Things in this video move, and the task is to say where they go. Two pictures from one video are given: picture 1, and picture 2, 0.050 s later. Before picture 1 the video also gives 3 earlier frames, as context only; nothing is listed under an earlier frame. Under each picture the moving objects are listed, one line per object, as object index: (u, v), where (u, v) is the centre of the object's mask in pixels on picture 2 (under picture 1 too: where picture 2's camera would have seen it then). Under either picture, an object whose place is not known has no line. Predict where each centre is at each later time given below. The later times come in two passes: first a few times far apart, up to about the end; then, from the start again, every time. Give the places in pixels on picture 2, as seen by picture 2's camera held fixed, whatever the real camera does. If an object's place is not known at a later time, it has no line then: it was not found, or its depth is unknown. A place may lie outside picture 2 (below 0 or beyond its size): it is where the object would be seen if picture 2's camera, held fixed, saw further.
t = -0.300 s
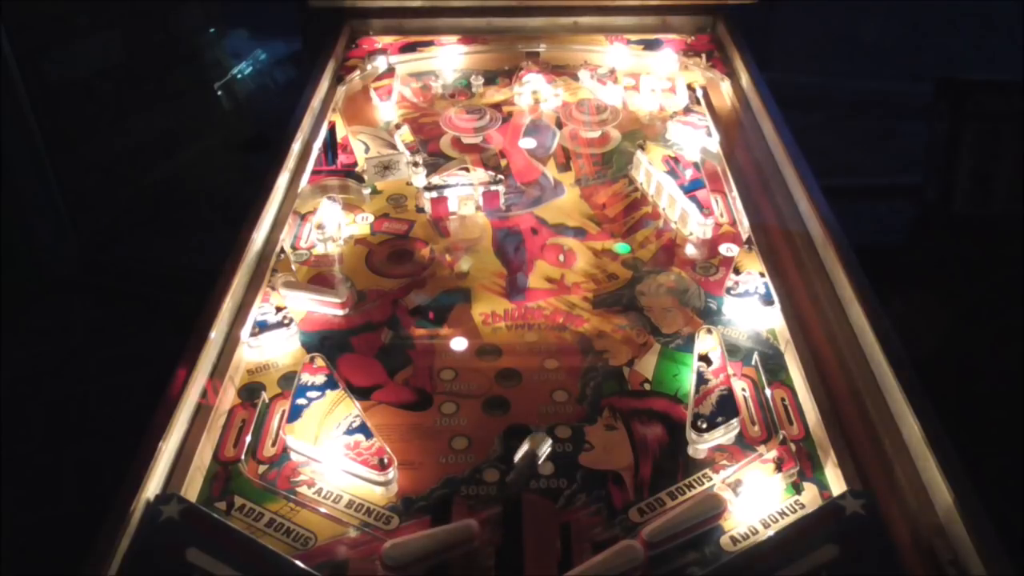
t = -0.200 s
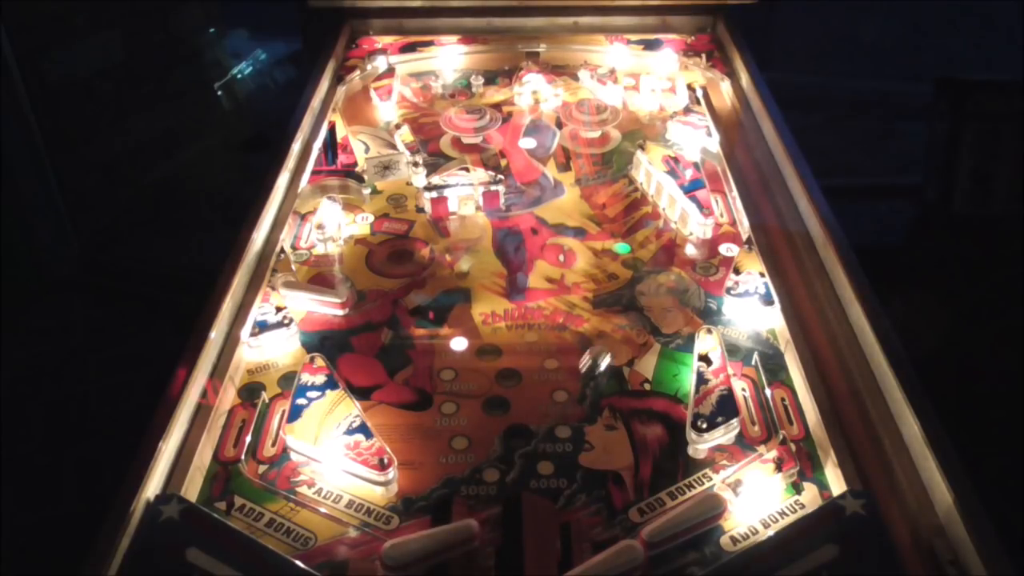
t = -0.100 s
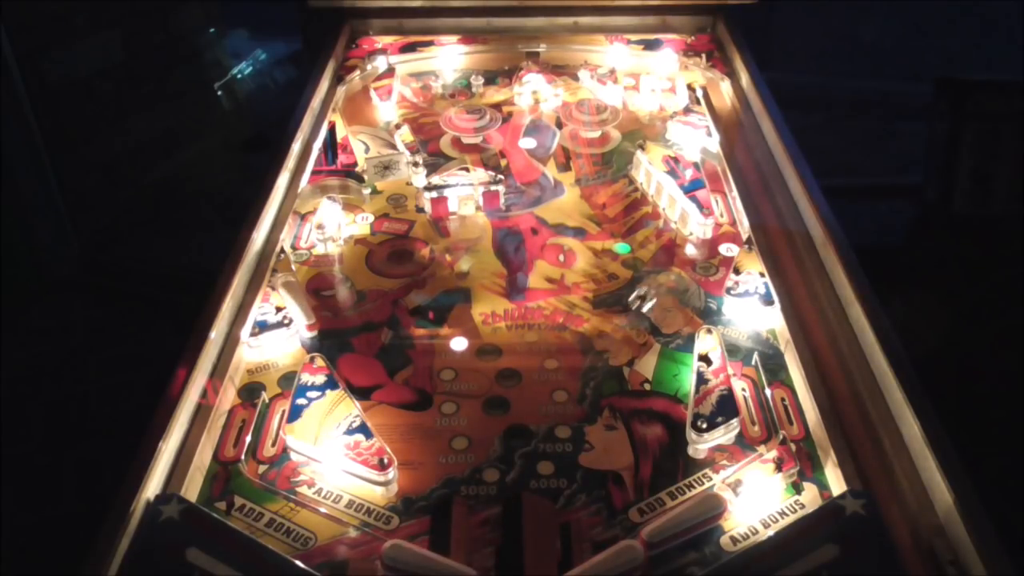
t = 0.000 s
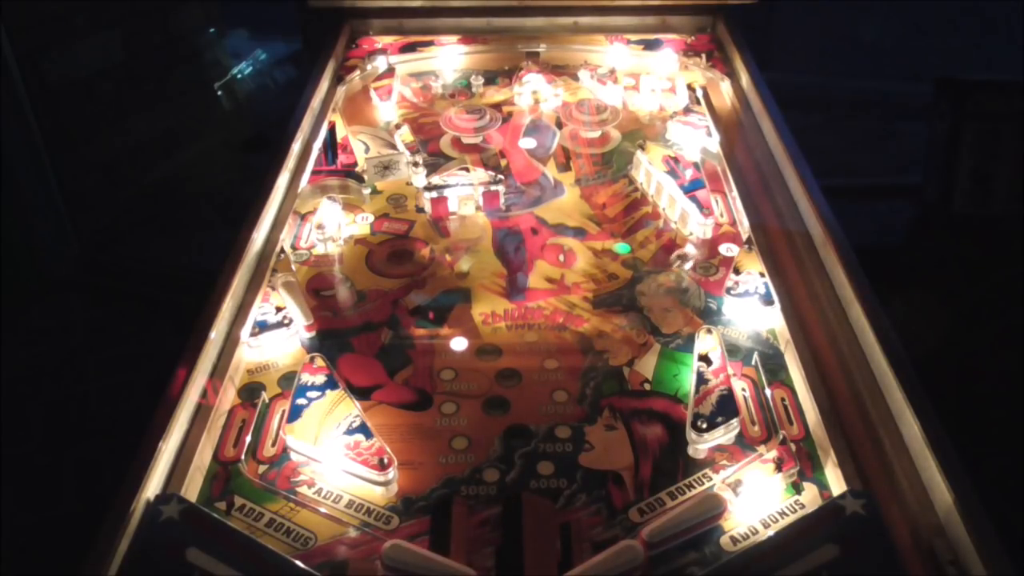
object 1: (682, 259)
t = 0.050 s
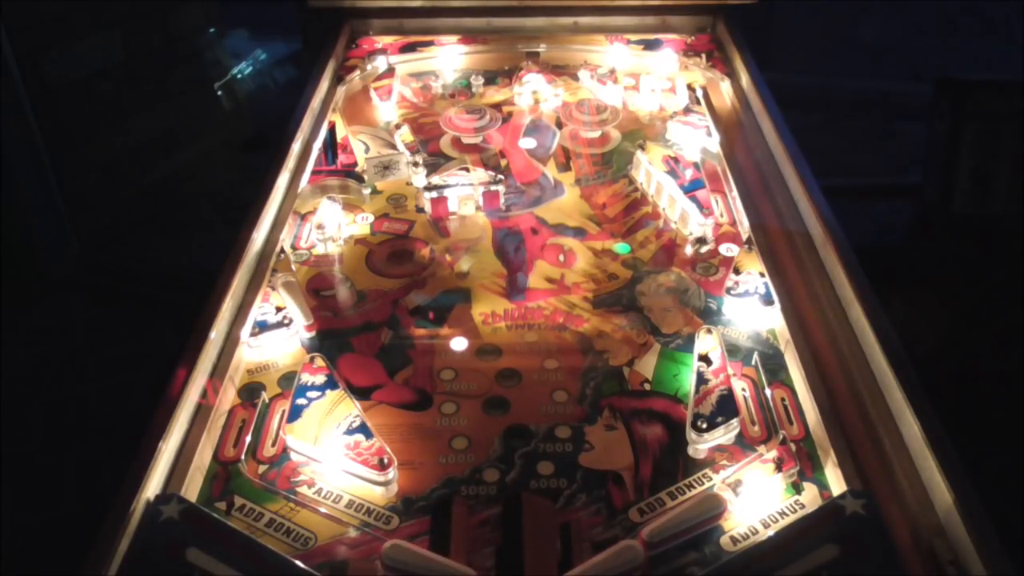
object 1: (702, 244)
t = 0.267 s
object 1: (701, 264)
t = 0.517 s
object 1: (640, 307)
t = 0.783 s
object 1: (566, 393)
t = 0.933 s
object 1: (516, 470)
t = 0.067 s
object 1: (707, 239)
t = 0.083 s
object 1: (713, 235)
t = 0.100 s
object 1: (715, 237)
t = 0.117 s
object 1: (719, 242)
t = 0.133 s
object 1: (721, 245)
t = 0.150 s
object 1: (724, 249)
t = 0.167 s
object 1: (726, 252)
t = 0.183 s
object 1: (723, 255)
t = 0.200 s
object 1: (719, 256)
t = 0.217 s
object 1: (714, 258)
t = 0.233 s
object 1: (709, 260)
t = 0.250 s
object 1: (705, 262)
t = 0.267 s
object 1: (701, 264)
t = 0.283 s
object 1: (697, 266)
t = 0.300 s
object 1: (694, 267)
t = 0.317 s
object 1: (690, 270)
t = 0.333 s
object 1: (686, 272)
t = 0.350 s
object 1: (682, 274)
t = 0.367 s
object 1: (678, 277)
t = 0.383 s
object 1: (673, 281)
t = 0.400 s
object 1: (669, 283)
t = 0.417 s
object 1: (665, 286)
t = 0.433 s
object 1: (661, 290)
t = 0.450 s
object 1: (657, 293)
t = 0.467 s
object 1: (653, 297)
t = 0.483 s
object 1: (649, 300)
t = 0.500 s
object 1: (645, 303)
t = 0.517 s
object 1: (640, 307)
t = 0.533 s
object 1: (636, 311)
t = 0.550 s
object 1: (632, 316)
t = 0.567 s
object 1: (628, 320)
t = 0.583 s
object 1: (624, 324)
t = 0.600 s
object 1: (619, 328)
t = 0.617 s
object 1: (615, 333)
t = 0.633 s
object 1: (610, 339)
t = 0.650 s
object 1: (606, 344)
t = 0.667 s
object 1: (601, 349)
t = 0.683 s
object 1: (596, 354)
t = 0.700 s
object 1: (591, 361)
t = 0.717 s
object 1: (587, 366)
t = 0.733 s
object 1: (582, 372)
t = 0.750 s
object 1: (577, 379)
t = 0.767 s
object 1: (572, 387)
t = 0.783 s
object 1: (566, 393)
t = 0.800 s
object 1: (561, 400)
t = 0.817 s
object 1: (557, 406)
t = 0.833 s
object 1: (550, 416)
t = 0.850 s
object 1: (545, 424)
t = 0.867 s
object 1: (539, 433)
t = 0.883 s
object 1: (533, 443)
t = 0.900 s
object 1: (527, 451)
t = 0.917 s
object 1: (522, 460)
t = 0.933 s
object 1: (516, 470)
